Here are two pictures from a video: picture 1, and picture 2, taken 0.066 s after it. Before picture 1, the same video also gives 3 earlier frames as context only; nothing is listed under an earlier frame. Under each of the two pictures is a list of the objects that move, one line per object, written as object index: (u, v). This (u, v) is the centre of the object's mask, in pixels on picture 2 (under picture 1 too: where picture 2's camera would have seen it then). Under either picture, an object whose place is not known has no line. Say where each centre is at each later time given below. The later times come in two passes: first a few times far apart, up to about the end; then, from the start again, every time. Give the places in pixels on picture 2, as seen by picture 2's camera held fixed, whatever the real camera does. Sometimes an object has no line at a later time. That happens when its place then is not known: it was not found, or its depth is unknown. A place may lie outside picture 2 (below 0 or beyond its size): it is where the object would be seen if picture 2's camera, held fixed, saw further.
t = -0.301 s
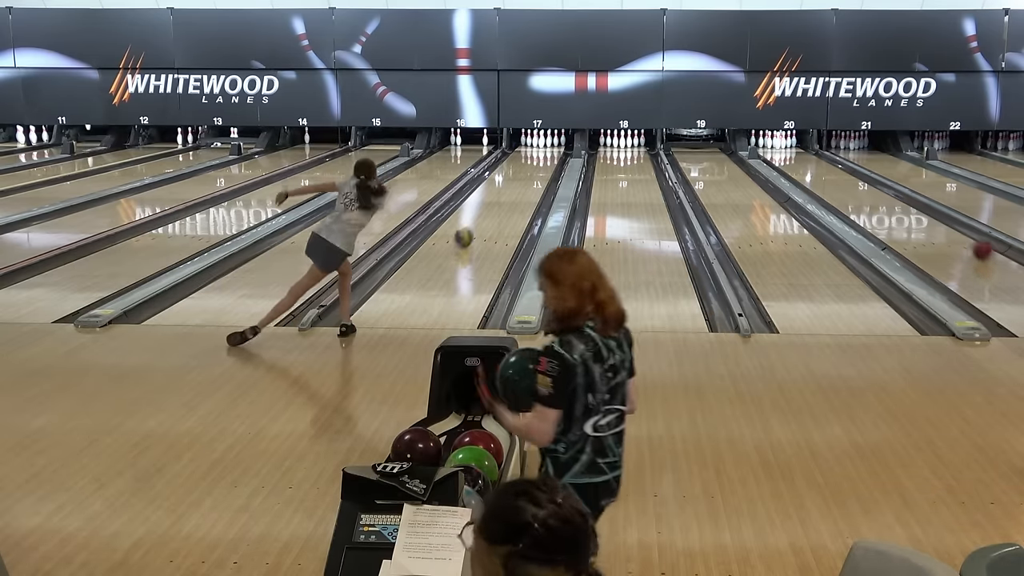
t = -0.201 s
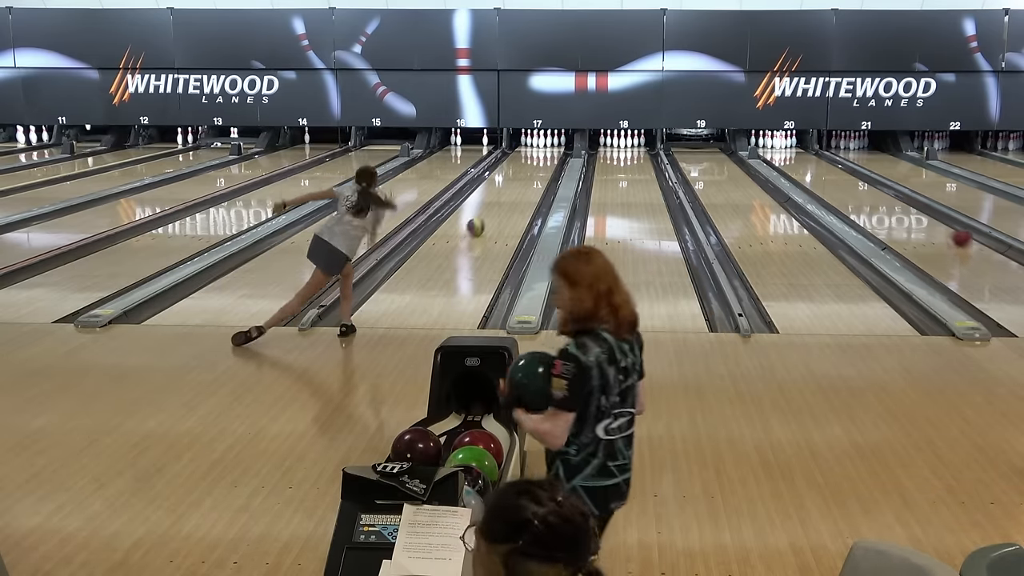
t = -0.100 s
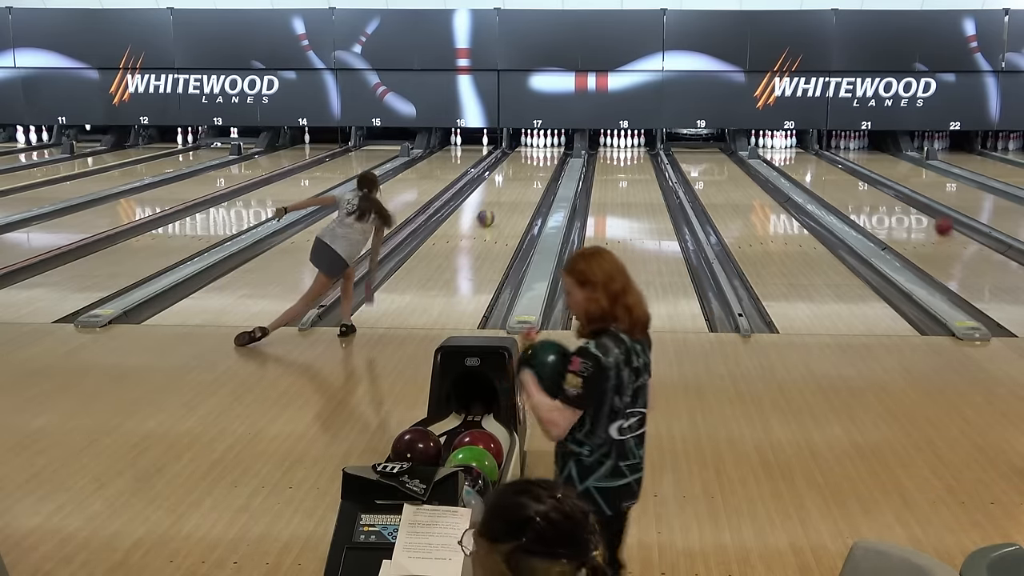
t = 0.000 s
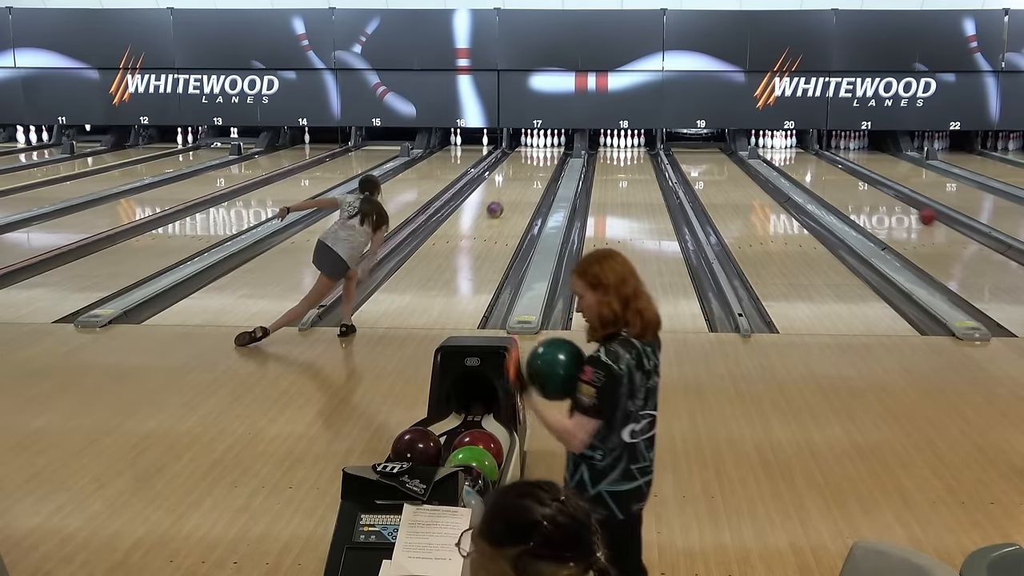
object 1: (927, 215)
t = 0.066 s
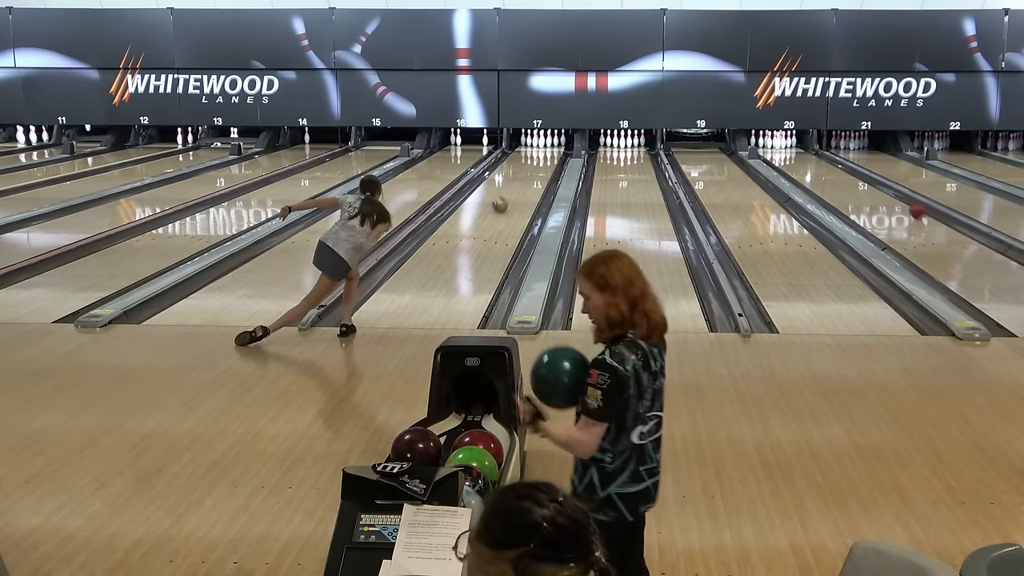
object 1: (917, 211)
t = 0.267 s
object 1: (890, 196)
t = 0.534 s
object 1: (861, 179)
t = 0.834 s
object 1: (833, 166)
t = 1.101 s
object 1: (811, 155)
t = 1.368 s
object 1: (792, 148)
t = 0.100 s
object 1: (912, 208)
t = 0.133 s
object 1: (907, 205)
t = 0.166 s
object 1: (903, 203)
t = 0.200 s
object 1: (899, 200)
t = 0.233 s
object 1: (894, 198)
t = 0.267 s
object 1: (890, 196)
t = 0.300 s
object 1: (887, 193)
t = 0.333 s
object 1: (883, 191)
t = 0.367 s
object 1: (878, 188)
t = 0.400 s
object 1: (875, 186)
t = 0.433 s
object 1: (872, 185)
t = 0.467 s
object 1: (868, 182)
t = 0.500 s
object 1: (864, 181)
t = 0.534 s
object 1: (861, 179)
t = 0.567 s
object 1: (858, 177)
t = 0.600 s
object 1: (854, 175)
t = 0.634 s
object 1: (851, 174)
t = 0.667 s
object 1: (848, 172)
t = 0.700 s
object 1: (845, 171)
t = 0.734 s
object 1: (842, 169)
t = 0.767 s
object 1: (840, 168)
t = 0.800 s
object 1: (837, 167)
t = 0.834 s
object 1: (833, 166)
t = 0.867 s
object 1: (831, 164)
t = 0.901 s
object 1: (828, 163)
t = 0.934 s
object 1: (825, 161)
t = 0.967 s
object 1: (822, 160)
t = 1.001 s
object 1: (820, 159)
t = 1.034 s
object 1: (817, 157)
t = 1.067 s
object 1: (814, 156)
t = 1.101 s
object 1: (811, 155)
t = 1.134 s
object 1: (809, 154)
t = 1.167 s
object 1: (807, 153)
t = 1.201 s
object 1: (804, 152)
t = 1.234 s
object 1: (802, 151)
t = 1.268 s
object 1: (799, 150)
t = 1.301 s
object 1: (796, 150)
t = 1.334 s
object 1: (794, 149)
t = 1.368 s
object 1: (792, 148)
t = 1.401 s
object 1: (789, 146)
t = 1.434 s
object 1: (786, 145)
